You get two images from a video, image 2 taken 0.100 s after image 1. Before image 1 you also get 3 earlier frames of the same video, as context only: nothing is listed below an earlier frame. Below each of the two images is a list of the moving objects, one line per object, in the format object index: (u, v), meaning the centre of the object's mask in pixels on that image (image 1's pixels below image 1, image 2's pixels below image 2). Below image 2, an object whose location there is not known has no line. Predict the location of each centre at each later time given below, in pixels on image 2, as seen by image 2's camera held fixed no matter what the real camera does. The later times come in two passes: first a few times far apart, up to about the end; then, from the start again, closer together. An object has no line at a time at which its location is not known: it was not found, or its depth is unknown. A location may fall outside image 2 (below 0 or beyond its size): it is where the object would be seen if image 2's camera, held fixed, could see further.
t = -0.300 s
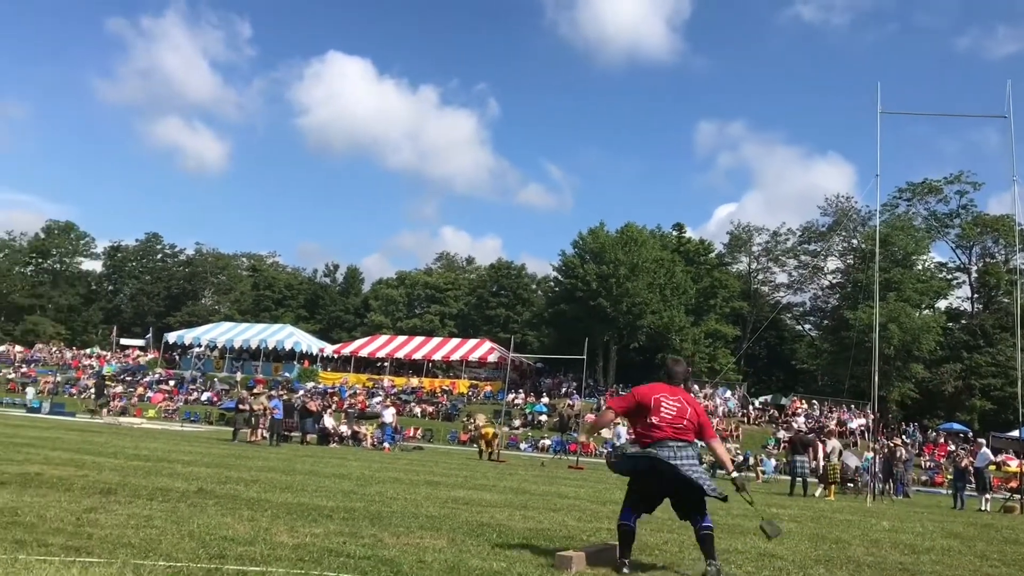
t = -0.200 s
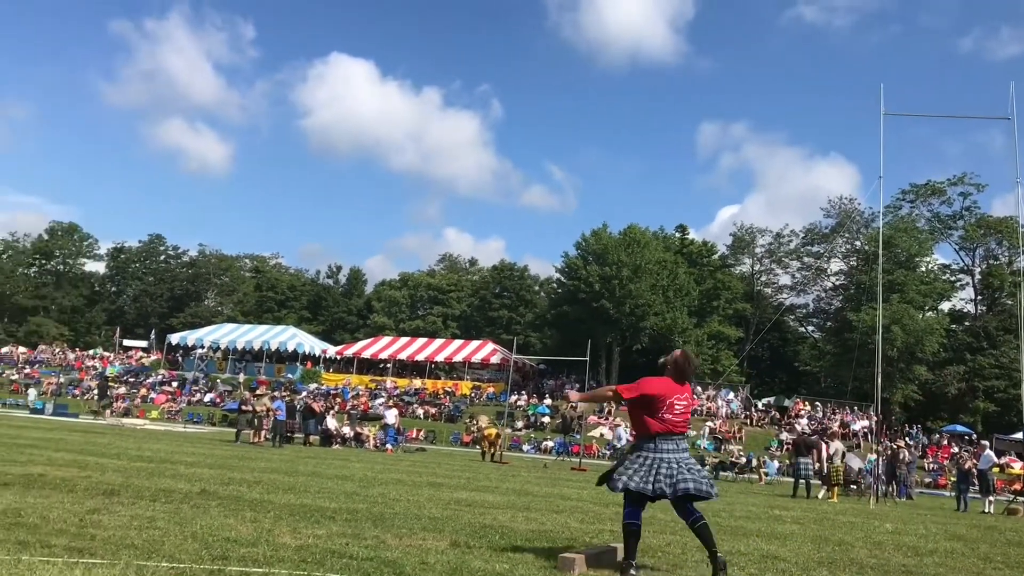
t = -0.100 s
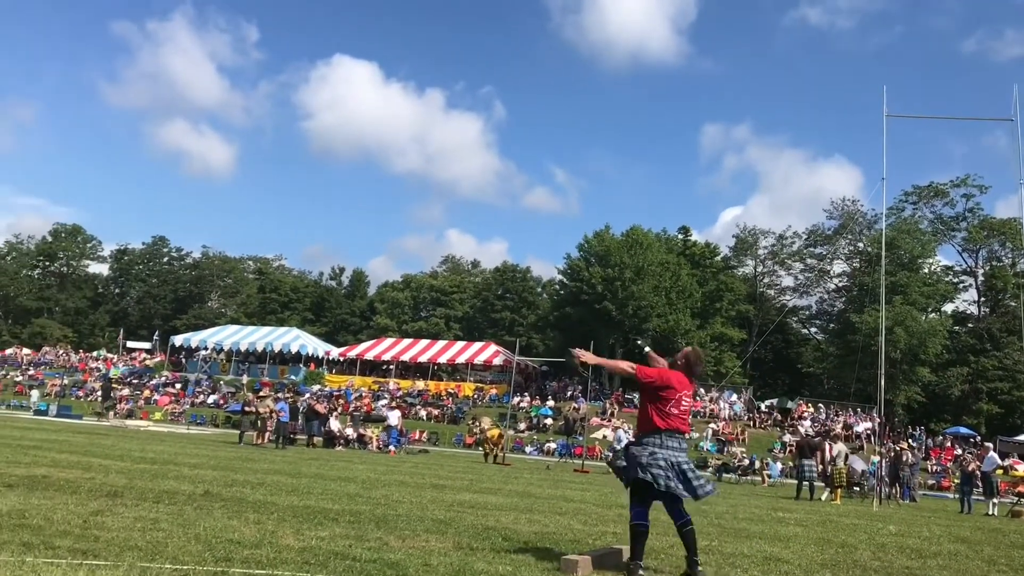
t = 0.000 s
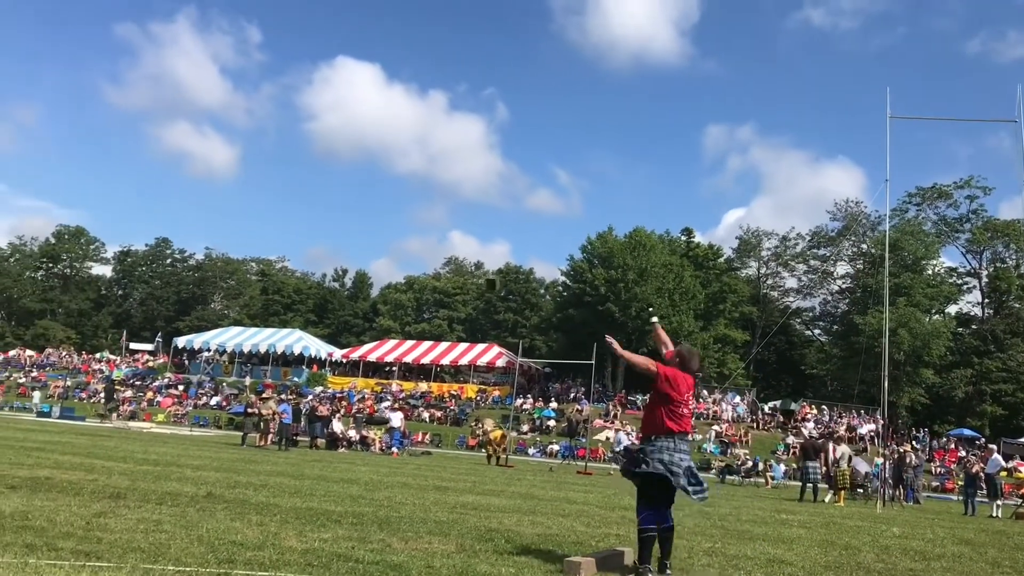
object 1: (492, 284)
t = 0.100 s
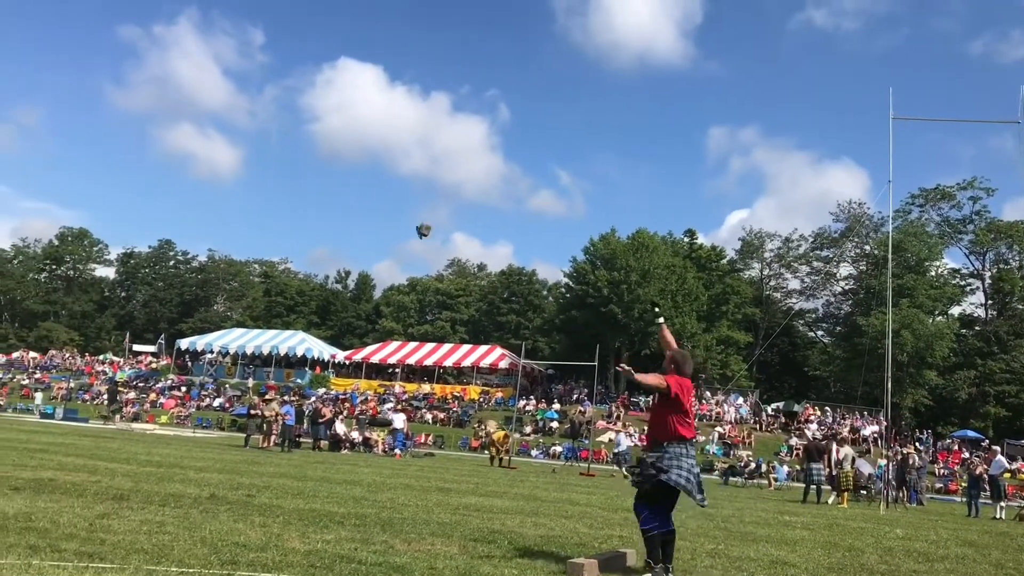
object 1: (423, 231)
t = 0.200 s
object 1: (356, 182)
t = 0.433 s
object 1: (237, 142)
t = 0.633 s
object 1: (148, 127)
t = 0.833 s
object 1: (70, 142)
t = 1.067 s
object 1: (-3, 188)
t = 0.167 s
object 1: (379, 199)
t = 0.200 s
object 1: (356, 182)
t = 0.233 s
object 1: (336, 170)
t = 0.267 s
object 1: (318, 160)
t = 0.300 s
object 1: (301, 154)
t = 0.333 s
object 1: (285, 151)
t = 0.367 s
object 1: (268, 146)
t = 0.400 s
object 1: (252, 144)
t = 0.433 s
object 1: (237, 142)
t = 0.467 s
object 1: (221, 139)
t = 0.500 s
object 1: (206, 136)
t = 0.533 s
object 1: (191, 133)
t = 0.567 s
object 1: (176, 131)
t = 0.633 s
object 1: (148, 127)
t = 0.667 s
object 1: (133, 126)
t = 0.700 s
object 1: (120, 127)
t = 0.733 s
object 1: (106, 128)
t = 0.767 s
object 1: (94, 130)
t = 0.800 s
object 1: (81, 135)
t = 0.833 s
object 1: (70, 142)
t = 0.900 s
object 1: (49, 155)
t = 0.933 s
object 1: (39, 163)
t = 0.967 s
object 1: (29, 171)
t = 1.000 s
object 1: (18, 176)
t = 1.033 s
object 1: (7, 181)
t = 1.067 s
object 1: (-3, 188)
